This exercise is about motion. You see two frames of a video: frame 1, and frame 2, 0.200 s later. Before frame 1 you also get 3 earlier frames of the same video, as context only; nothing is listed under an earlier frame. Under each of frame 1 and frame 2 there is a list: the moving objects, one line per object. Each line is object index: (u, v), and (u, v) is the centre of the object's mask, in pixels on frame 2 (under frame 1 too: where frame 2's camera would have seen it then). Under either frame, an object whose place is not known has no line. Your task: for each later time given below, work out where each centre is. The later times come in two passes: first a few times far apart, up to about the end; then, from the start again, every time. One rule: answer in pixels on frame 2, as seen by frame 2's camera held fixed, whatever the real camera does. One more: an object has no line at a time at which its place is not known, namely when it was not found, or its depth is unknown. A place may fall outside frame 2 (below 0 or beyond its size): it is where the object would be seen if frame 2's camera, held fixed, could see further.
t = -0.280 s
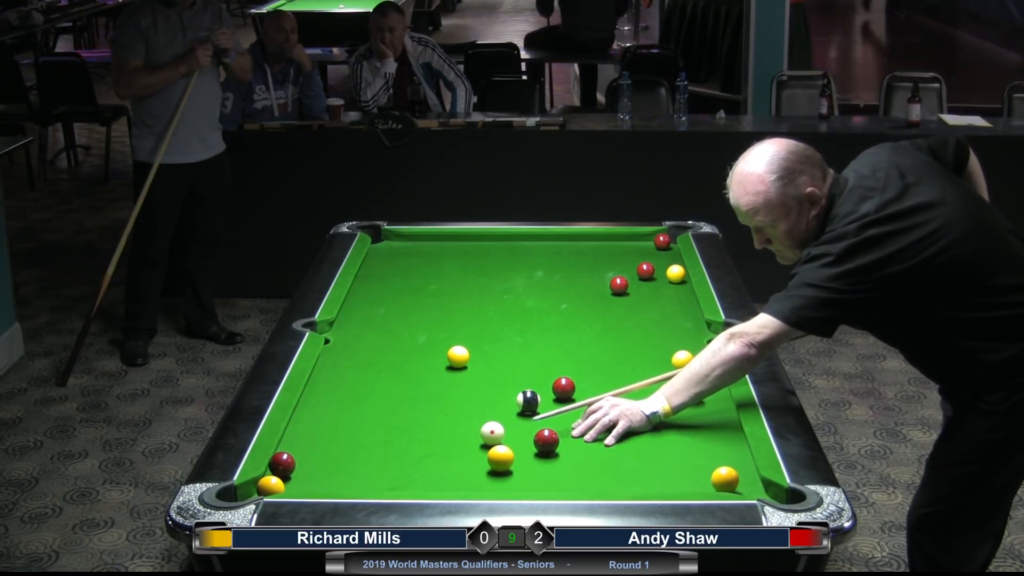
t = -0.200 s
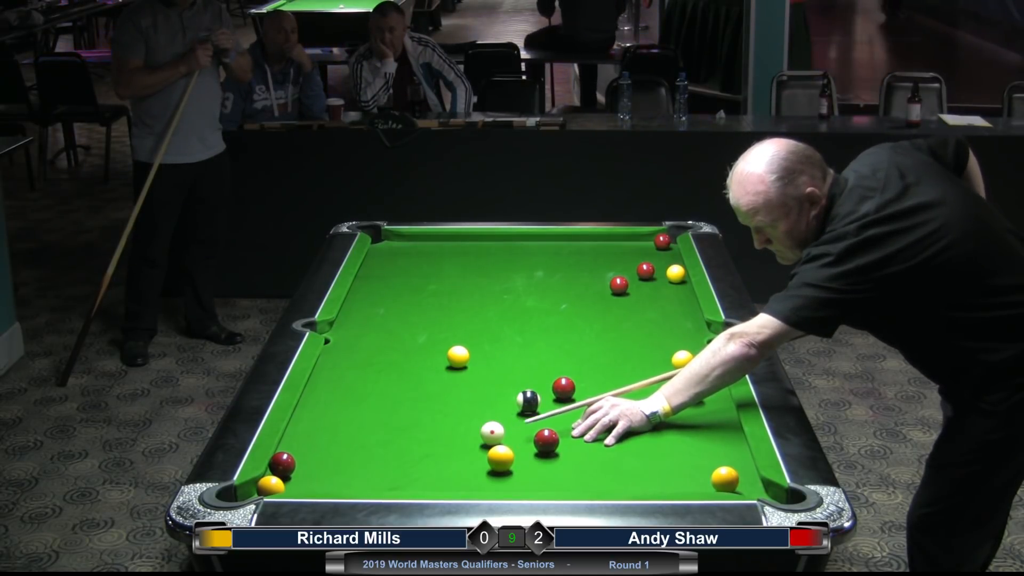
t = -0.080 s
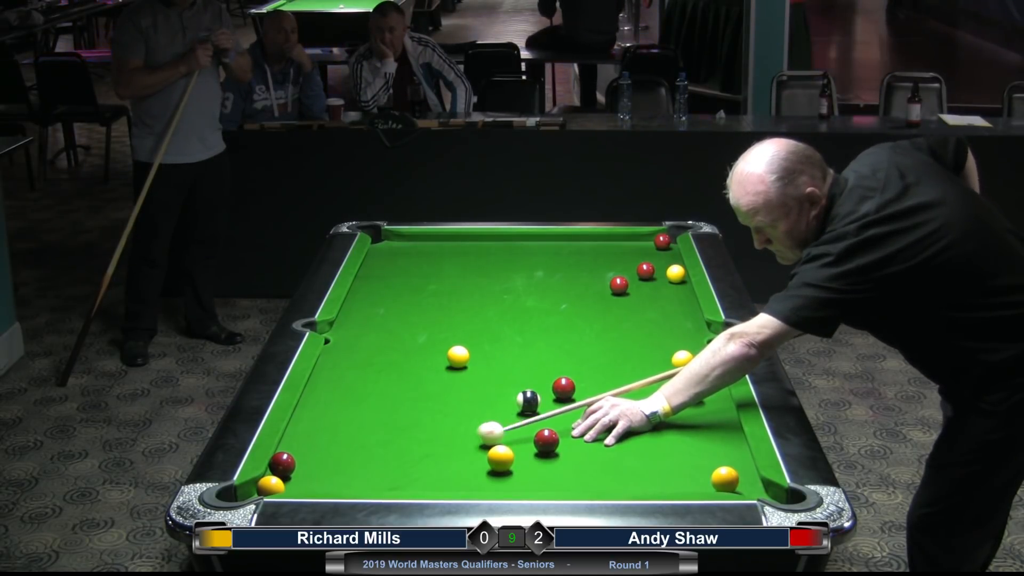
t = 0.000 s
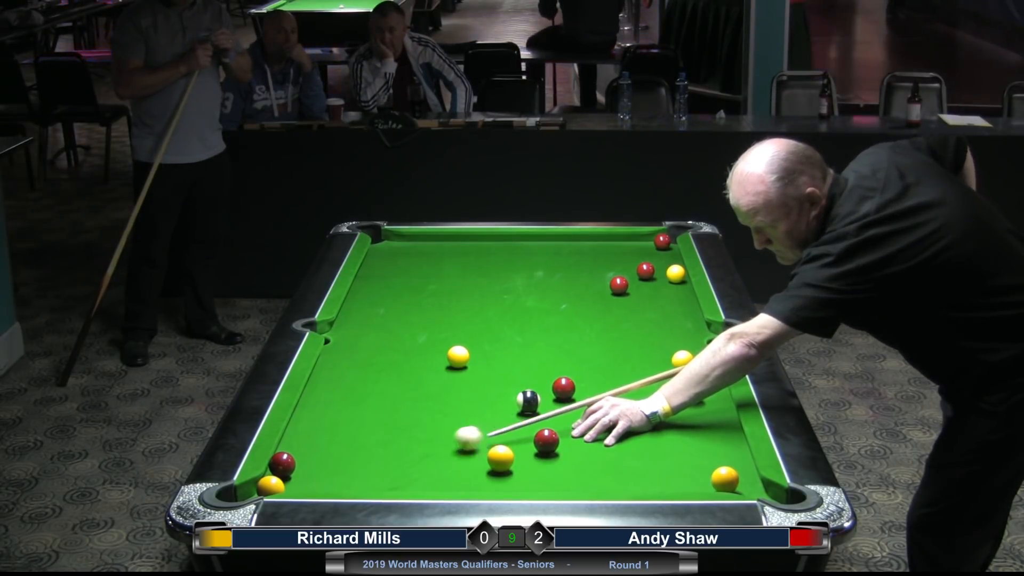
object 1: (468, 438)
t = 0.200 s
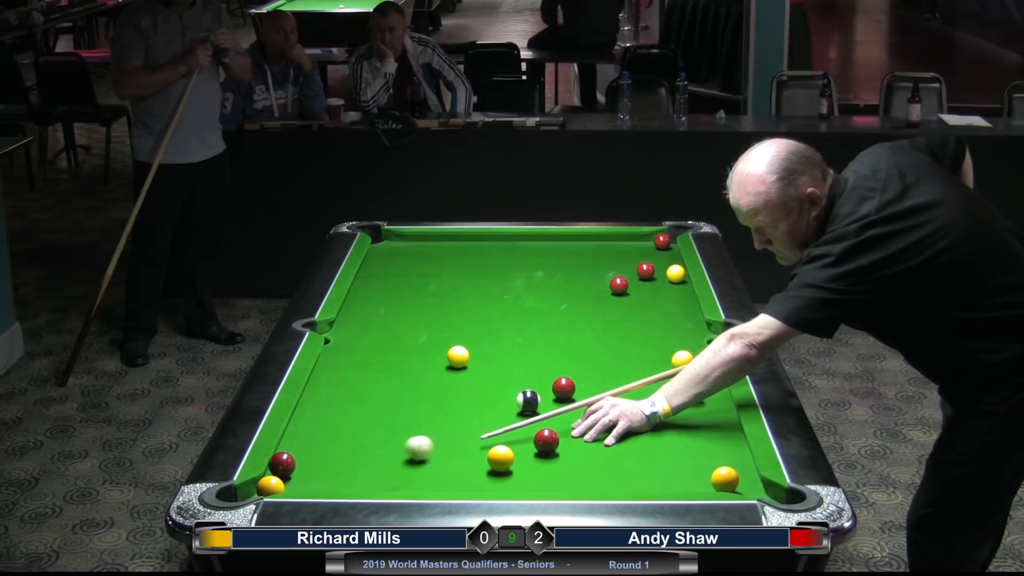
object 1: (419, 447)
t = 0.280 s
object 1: (399, 451)
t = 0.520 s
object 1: (342, 462)
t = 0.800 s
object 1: (295, 478)
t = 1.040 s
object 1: (297, 482)
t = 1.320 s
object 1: (303, 484)
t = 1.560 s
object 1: (306, 485)
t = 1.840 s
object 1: (306, 485)
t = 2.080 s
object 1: (305, 485)
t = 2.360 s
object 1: (305, 485)
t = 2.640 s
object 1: (305, 485)
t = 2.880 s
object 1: (305, 485)
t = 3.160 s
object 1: (305, 485)
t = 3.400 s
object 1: (305, 485)
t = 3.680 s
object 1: (305, 485)
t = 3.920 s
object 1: (305, 485)
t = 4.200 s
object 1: (305, 485)
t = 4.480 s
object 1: (305, 485)
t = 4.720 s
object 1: (305, 485)
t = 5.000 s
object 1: (305, 485)
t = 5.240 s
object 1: (305, 485)
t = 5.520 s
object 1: (305, 485)
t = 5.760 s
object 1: (305, 485)
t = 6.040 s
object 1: (305, 485)
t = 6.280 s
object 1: (305, 485)
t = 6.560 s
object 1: (305, 485)
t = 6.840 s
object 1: (305, 485)
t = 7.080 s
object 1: (305, 485)
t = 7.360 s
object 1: (305, 485)
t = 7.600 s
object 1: (305, 485)
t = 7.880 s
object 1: (305, 485)
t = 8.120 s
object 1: (305, 485)
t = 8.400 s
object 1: (305, 485)
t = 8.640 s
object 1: (305, 485)
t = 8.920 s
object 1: (305, 485)
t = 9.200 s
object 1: (305, 485)
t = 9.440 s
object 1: (305, 485)
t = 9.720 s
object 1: (305, 485)
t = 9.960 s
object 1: (305, 485)
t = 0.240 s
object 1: (409, 449)
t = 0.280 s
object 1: (399, 451)
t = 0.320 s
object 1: (390, 453)
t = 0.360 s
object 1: (380, 455)
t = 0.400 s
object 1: (370, 457)
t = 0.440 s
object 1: (361, 459)
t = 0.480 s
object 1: (351, 461)
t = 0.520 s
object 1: (342, 462)
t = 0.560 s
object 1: (332, 464)
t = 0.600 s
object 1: (322, 466)
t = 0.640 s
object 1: (313, 468)
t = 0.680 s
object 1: (304, 470)
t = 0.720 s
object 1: (301, 473)
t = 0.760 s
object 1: (298, 476)
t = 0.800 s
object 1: (295, 478)
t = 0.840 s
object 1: (293, 479)
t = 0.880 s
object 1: (293, 480)
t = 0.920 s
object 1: (293, 481)
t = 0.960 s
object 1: (294, 481)
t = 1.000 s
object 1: (296, 481)
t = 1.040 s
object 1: (297, 482)
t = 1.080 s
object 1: (298, 482)
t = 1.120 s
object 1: (299, 482)
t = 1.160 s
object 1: (300, 483)
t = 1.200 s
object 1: (301, 483)
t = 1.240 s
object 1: (302, 483)
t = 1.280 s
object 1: (302, 483)
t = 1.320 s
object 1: (303, 484)
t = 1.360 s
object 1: (304, 484)
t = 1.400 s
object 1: (304, 484)
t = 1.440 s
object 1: (305, 484)
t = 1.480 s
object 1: (305, 485)
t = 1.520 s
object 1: (306, 485)
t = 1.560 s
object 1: (306, 485)
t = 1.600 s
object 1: (306, 485)
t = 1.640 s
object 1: (306, 485)
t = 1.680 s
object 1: (306, 485)
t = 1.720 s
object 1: (306, 485)
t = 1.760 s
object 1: (306, 485)
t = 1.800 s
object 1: (306, 485)
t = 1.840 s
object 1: (306, 485)
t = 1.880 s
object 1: (306, 485)
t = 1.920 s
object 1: (306, 485)
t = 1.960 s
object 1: (306, 485)
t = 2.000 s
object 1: (306, 485)
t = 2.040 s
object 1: (305, 485)
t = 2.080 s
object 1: (305, 485)
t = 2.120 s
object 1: (305, 485)
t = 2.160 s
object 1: (305, 485)
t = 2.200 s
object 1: (305, 485)
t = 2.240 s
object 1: (305, 485)
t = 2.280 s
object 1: (305, 485)
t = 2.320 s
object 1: (305, 485)
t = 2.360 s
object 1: (305, 485)
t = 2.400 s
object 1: (305, 485)
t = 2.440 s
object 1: (305, 485)
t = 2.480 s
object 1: (305, 485)
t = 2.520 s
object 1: (305, 485)
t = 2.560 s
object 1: (305, 485)
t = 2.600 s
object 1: (305, 485)
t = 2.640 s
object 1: (305, 485)
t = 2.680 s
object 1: (305, 485)
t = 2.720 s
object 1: (305, 485)
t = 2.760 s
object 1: (305, 485)
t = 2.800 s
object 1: (305, 485)
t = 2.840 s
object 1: (305, 485)
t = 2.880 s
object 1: (305, 485)
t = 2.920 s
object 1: (305, 485)
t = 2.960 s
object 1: (305, 485)
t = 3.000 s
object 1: (305, 485)
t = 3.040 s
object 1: (305, 485)
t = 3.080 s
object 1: (305, 485)
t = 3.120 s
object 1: (305, 485)
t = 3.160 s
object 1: (305, 485)
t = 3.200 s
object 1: (305, 485)
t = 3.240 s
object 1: (305, 485)
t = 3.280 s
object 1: (305, 485)
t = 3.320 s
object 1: (305, 485)
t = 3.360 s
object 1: (305, 485)
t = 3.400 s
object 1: (305, 485)
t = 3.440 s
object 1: (305, 485)
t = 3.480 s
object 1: (305, 485)
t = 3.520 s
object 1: (305, 485)
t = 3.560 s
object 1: (305, 485)
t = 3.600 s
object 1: (305, 485)
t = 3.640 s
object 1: (305, 485)
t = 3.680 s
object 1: (305, 485)
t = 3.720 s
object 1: (305, 485)
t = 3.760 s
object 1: (305, 485)
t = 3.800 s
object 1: (305, 485)
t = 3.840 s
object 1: (305, 485)
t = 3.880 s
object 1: (305, 485)
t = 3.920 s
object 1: (305, 485)
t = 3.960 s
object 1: (305, 485)
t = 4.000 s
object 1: (305, 485)
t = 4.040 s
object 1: (306, 485)
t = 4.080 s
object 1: (306, 485)
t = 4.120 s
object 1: (305, 485)
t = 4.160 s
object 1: (305, 485)
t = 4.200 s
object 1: (305, 485)
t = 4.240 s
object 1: (305, 485)
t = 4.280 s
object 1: (305, 485)
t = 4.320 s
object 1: (305, 485)
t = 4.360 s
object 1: (305, 485)
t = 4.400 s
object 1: (305, 485)
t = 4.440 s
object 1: (305, 485)
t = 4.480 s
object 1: (305, 485)
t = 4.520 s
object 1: (305, 485)
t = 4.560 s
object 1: (305, 485)
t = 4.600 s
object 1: (305, 485)
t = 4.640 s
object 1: (305, 485)
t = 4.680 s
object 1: (305, 485)
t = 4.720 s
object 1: (305, 485)
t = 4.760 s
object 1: (305, 485)
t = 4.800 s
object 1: (305, 485)
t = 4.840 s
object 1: (305, 485)
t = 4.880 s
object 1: (305, 485)
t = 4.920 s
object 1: (305, 485)
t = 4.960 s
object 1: (305, 485)
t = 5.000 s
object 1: (305, 485)
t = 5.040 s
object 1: (305, 485)
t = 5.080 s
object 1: (305, 485)
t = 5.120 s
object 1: (305, 485)
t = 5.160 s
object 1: (305, 485)
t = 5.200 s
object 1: (305, 485)
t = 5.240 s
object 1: (305, 485)
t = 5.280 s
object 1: (305, 485)
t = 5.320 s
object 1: (305, 485)
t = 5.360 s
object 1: (305, 485)
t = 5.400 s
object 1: (305, 485)
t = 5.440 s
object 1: (305, 485)
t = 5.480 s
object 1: (305, 485)
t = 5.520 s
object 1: (305, 485)
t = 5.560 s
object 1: (305, 485)
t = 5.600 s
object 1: (305, 485)
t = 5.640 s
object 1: (305, 485)
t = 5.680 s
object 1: (305, 485)
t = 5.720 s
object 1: (305, 485)
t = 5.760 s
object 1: (305, 485)
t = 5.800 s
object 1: (305, 485)
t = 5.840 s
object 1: (305, 485)
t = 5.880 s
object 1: (305, 485)
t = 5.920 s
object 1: (305, 485)
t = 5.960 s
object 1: (305, 485)
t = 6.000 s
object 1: (305, 485)
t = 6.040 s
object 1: (305, 485)
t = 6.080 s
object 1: (305, 485)
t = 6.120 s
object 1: (305, 485)
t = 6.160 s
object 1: (305, 485)
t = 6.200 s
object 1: (305, 485)
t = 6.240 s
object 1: (305, 485)
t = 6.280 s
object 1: (305, 485)
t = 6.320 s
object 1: (305, 485)
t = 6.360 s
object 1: (305, 485)
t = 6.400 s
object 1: (305, 485)
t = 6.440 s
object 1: (305, 485)
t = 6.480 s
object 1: (305, 485)
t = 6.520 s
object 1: (305, 485)
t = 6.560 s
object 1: (305, 485)
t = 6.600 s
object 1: (305, 485)
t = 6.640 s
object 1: (305, 485)
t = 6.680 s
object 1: (305, 485)
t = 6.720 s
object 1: (305, 485)
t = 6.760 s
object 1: (305, 485)
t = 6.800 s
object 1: (305, 485)
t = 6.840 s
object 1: (305, 485)
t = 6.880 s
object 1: (305, 485)
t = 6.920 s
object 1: (305, 485)
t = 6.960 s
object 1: (305, 485)
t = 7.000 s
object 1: (305, 485)
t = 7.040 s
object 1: (305, 485)
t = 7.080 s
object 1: (305, 485)
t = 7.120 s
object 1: (305, 485)
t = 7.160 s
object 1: (305, 485)
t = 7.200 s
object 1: (305, 485)
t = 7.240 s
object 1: (305, 485)
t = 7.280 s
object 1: (305, 485)
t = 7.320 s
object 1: (305, 485)
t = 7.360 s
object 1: (305, 485)
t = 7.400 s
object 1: (305, 485)
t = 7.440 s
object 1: (305, 485)
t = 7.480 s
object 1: (305, 485)
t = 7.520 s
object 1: (305, 485)
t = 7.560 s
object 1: (305, 485)
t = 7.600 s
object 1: (305, 485)
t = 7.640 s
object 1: (305, 485)
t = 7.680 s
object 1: (305, 485)
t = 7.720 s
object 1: (305, 485)
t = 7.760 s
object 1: (305, 485)
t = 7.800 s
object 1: (305, 485)
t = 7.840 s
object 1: (305, 485)
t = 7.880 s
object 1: (305, 485)
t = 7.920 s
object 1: (305, 485)
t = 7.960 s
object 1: (305, 485)
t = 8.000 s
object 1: (305, 485)
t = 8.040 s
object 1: (305, 485)
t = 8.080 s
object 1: (305, 485)
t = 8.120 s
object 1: (305, 485)
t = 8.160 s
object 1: (305, 485)
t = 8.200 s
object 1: (305, 485)
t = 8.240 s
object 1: (305, 485)
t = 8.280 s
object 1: (305, 485)
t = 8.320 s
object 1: (305, 485)
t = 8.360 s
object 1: (305, 485)
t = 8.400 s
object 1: (305, 485)
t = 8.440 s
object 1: (305, 485)
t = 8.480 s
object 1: (305, 485)
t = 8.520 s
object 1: (305, 485)
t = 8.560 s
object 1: (305, 485)
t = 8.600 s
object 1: (305, 485)
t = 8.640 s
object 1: (305, 485)
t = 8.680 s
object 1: (305, 485)
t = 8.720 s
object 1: (305, 485)
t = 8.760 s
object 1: (305, 485)
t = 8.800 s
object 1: (305, 485)
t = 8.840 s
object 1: (305, 485)
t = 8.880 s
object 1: (305, 485)
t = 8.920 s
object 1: (305, 485)
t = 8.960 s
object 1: (305, 485)
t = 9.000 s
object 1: (305, 485)
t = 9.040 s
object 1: (305, 485)
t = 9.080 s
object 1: (305, 485)
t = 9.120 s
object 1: (305, 485)
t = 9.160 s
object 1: (305, 485)
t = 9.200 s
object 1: (305, 485)
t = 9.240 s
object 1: (305, 485)
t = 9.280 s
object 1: (305, 485)
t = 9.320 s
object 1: (305, 485)
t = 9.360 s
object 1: (305, 485)
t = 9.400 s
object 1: (305, 485)
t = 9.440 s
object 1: (305, 485)
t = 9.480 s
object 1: (305, 485)
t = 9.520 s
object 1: (305, 485)
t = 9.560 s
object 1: (305, 485)
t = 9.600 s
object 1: (305, 485)
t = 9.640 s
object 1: (305, 485)
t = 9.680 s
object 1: (305, 485)
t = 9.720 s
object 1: (305, 485)
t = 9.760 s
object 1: (305, 485)
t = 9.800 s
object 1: (305, 485)
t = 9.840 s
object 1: (305, 485)
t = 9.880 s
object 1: (305, 485)
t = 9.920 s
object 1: (305, 485)
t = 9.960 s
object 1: (305, 485)
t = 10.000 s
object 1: (305, 485)
